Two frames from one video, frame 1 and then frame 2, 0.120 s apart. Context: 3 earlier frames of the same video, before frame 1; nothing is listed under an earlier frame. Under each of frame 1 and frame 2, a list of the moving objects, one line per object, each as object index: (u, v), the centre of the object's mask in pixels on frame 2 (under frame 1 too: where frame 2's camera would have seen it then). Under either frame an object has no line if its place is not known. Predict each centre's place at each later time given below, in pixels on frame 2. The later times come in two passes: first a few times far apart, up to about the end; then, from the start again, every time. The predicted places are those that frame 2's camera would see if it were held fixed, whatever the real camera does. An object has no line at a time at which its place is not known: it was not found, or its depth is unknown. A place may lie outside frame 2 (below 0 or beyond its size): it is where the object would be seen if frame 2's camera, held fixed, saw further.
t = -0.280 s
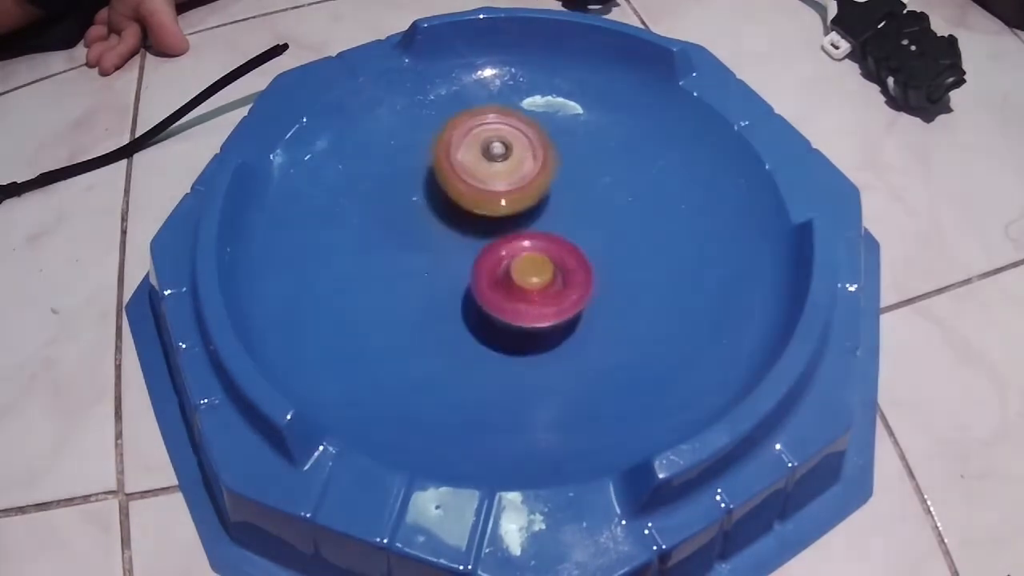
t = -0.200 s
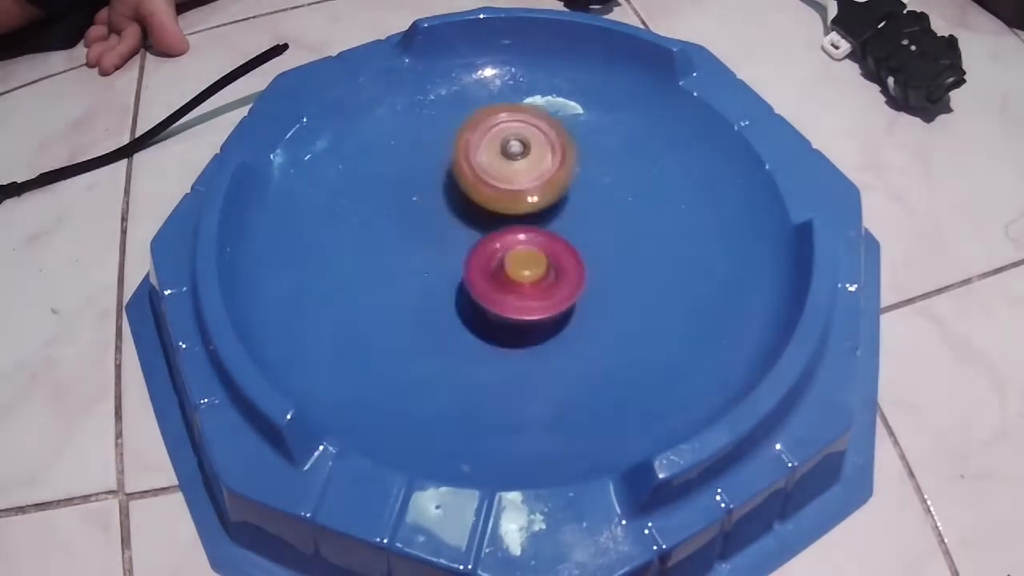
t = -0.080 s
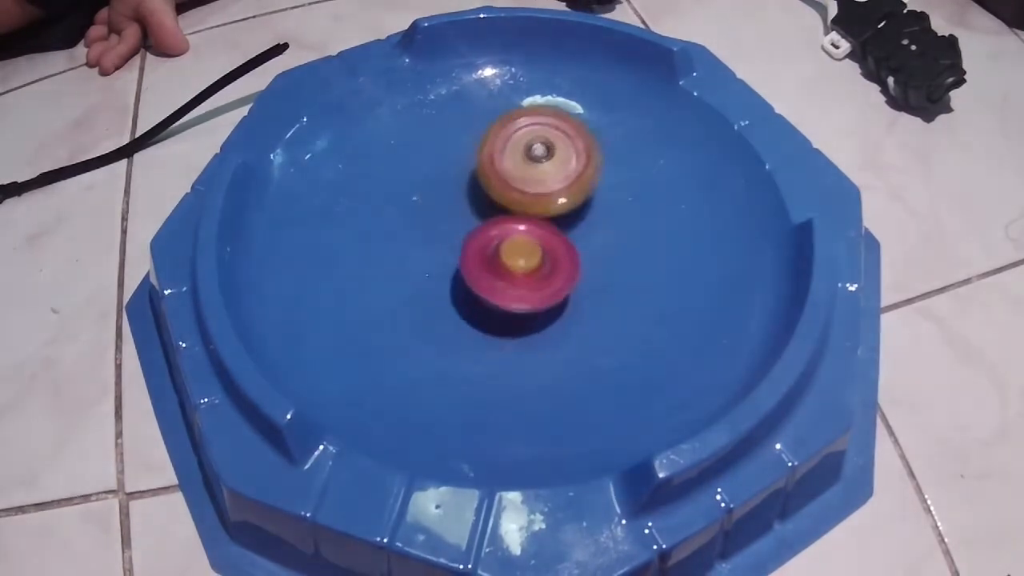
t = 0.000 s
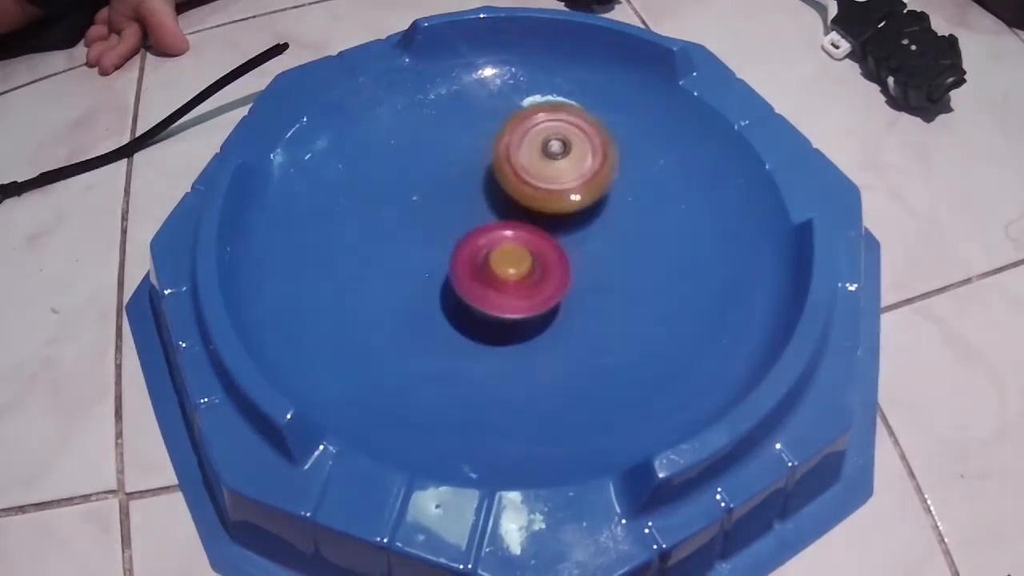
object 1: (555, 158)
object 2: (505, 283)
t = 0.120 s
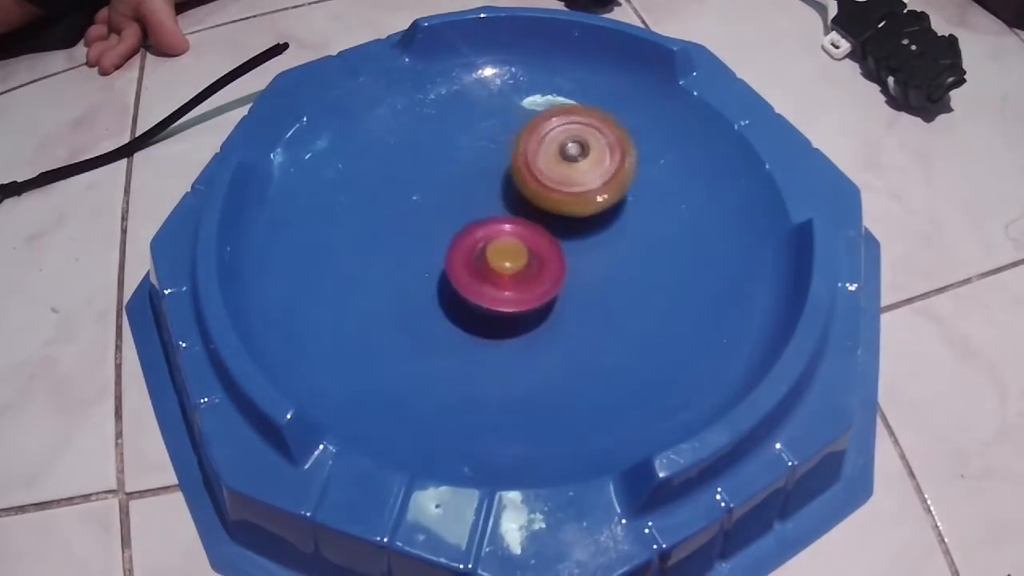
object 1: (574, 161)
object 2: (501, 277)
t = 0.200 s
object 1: (588, 166)
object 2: (503, 269)
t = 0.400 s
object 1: (613, 182)
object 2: (495, 260)
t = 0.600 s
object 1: (621, 205)
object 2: (492, 253)
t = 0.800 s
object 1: (643, 230)
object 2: (464, 250)
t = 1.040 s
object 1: (619, 253)
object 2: (482, 250)
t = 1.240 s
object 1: (606, 272)
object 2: (479, 234)
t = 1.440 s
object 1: (623, 311)
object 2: (443, 175)
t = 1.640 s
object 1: (614, 310)
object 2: (458, 170)
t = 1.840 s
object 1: (582, 296)
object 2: (485, 178)
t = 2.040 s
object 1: (540, 293)
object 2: (519, 148)
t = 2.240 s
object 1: (527, 290)
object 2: (533, 133)
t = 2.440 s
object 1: (522, 272)
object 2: (525, 153)
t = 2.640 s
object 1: (521, 279)
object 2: (528, 130)
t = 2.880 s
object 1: (529, 282)
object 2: (513, 121)
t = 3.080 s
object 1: (533, 273)
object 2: (504, 135)
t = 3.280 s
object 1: (537, 255)
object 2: (502, 157)
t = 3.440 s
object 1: (543, 254)
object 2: (497, 165)
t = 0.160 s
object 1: (583, 164)
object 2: (502, 272)
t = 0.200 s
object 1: (588, 166)
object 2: (503, 269)
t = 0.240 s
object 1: (589, 167)
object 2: (503, 269)
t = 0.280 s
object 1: (595, 171)
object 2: (506, 262)
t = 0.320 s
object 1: (600, 174)
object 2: (505, 260)
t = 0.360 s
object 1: (608, 181)
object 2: (502, 258)
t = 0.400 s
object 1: (613, 182)
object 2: (495, 260)
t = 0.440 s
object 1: (617, 186)
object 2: (491, 260)
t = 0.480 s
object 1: (620, 190)
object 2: (490, 258)
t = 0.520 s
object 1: (621, 197)
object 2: (489, 256)
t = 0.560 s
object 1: (622, 201)
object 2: (490, 255)
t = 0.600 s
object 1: (621, 205)
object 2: (492, 253)
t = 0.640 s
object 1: (631, 212)
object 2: (478, 253)
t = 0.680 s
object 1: (638, 215)
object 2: (473, 253)
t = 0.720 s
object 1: (641, 219)
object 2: (467, 252)
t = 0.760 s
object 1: (644, 228)
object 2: (464, 250)
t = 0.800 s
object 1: (643, 230)
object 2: (464, 250)
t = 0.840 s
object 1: (642, 232)
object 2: (465, 251)
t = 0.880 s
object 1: (638, 239)
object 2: (468, 250)
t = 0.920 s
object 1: (635, 242)
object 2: (469, 250)
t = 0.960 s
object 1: (629, 248)
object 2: (474, 251)
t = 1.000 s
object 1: (624, 250)
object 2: (478, 250)
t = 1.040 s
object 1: (619, 253)
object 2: (482, 250)
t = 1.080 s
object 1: (615, 260)
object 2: (480, 248)
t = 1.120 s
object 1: (615, 268)
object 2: (471, 239)
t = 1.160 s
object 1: (612, 270)
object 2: (474, 236)
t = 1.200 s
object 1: (608, 271)
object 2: (479, 235)
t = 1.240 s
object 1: (606, 272)
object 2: (479, 234)
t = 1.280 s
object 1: (601, 279)
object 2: (477, 229)
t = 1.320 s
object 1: (610, 289)
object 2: (467, 217)
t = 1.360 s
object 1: (622, 309)
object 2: (442, 191)
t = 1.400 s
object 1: (623, 310)
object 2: (440, 181)
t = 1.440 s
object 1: (623, 311)
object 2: (443, 175)
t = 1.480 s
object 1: (623, 311)
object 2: (446, 173)
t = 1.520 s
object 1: (623, 311)
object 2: (448, 171)
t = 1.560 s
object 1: (623, 311)
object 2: (449, 170)
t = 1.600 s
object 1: (618, 311)
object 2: (455, 170)
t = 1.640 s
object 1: (614, 310)
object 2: (458, 170)
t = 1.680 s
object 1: (606, 307)
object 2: (465, 171)
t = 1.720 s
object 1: (603, 306)
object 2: (466, 172)
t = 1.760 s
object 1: (591, 300)
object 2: (477, 174)
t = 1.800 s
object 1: (585, 297)
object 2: (481, 176)
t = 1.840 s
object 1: (582, 296)
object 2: (485, 178)
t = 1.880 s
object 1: (568, 284)
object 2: (494, 182)
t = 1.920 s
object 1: (562, 278)
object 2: (498, 184)
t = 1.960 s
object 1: (559, 274)
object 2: (501, 183)
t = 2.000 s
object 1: (548, 283)
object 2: (512, 168)
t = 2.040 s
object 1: (540, 293)
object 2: (519, 148)
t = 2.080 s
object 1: (537, 297)
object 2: (521, 143)
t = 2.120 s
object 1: (529, 295)
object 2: (533, 132)
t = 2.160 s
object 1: (529, 294)
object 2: (535, 132)
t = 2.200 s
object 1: (528, 293)
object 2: (533, 132)
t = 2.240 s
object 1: (527, 290)
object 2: (533, 133)
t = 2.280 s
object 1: (526, 288)
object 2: (532, 135)
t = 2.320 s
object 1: (525, 286)
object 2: (532, 137)
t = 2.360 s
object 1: (523, 279)
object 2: (527, 146)
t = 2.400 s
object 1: (522, 274)
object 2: (527, 150)
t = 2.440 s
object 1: (522, 272)
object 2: (525, 153)
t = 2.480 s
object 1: (522, 261)
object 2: (523, 157)
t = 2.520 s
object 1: (523, 256)
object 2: (520, 159)
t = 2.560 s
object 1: (523, 254)
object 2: (519, 159)
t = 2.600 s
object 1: (522, 273)
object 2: (522, 145)
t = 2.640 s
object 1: (521, 279)
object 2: (528, 130)
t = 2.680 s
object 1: (521, 282)
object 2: (529, 123)
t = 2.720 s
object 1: (523, 282)
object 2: (526, 122)
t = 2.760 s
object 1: (525, 283)
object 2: (522, 121)
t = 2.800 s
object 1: (526, 283)
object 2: (518, 121)
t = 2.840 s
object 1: (527, 283)
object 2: (518, 120)
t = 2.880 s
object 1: (529, 282)
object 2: (513, 121)
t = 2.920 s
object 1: (530, 281)
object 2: (510, 122)
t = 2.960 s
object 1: (531, 280)
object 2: (508, 124)
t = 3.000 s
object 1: (532, 278)
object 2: (505, 127)
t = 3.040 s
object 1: (532, 278)
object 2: (506, 127)
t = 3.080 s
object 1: (533, 273)
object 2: (504, 135)
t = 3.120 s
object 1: (534, 269)
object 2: (504, 141)
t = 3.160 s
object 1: (534, 266)
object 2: (504, 144)
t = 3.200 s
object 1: (535, 264)
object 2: (503, 149)
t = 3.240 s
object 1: (536, 261)
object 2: (503, 153)
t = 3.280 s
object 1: (537, 255)
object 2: (502, 157)
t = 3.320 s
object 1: (537, 253)
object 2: (501, 158)
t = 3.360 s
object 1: (540, 251)
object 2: (499, 164)
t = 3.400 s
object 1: (543, 254)
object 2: (496, 164)
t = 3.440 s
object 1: (543, 254)
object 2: (497, 165)
